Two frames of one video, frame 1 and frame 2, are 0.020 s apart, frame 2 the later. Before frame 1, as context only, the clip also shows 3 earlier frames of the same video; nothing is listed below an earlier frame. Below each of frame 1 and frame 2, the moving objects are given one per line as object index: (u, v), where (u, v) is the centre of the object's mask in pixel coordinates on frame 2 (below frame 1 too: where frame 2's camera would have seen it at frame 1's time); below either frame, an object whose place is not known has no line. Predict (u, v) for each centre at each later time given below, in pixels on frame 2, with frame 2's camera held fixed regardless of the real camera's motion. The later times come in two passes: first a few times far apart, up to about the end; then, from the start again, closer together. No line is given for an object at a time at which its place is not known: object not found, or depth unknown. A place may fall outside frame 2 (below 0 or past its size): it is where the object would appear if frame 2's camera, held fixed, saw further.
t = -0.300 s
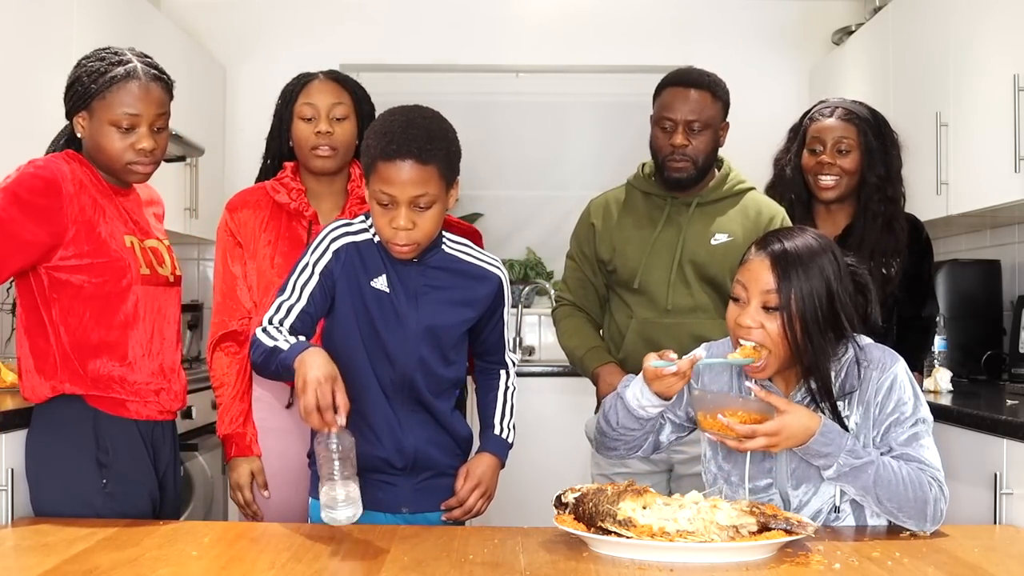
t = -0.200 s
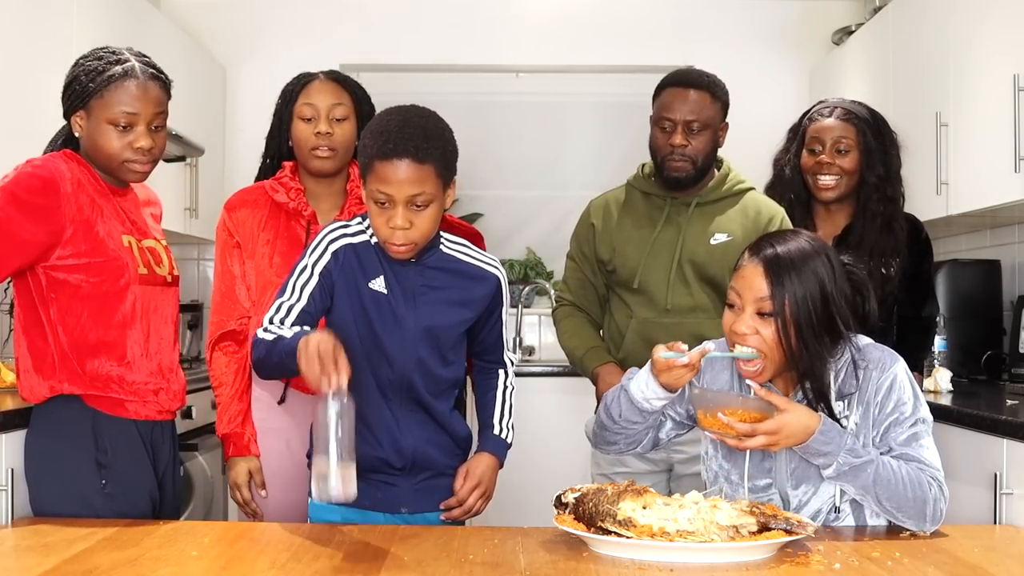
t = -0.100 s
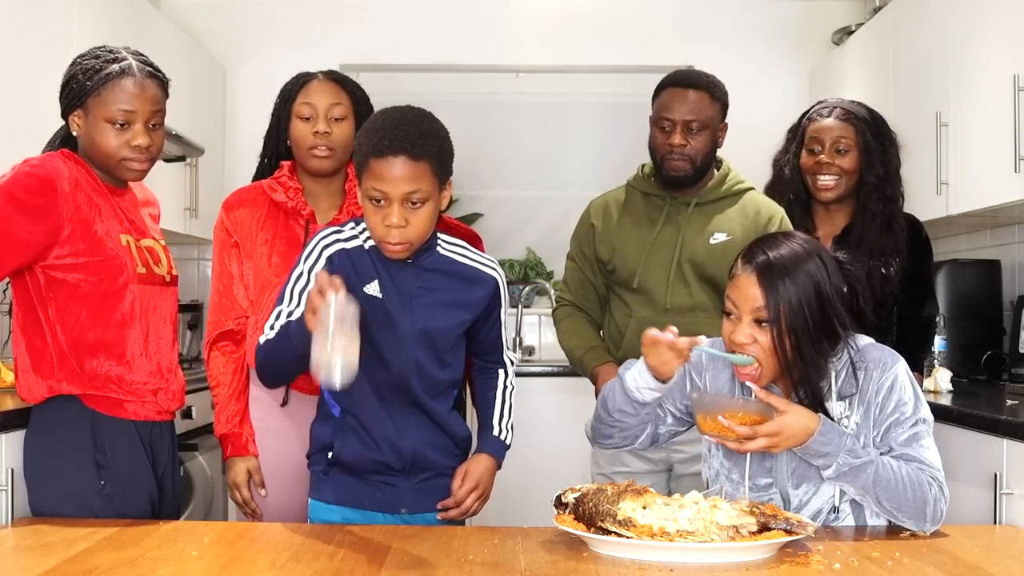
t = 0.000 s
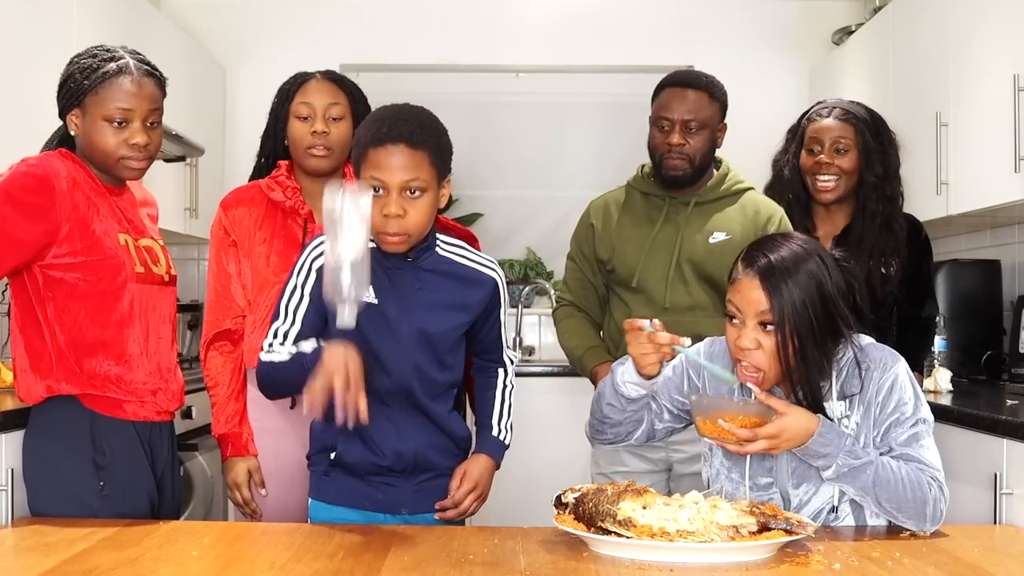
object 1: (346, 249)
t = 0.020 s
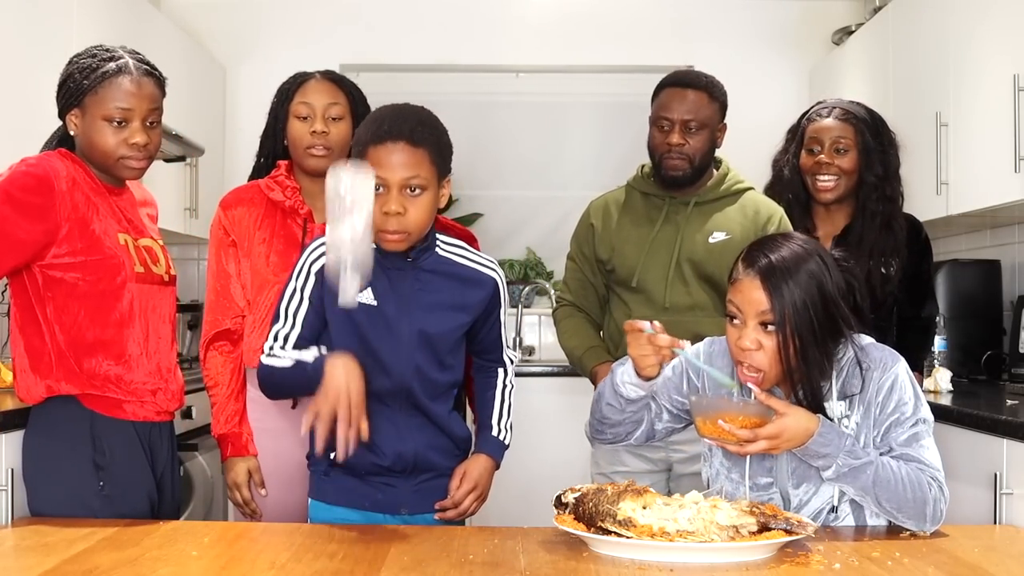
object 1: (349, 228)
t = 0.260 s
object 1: (374, 201)
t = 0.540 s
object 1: (399, 525)
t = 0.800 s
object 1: (403, 525)
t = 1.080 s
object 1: (404, 525)
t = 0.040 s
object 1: (352, 206)
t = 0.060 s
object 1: (355, 184)
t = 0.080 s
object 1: (357, 173)
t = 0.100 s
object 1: (359, 162)
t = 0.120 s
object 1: (360, 152)
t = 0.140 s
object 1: (362, 150)
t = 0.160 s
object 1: (364, 151)
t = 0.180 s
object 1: (366, 155)
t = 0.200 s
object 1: (368, 163)
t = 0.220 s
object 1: (370, 172)
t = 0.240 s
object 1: (372, 185)
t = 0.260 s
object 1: (374, 201)
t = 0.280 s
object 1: (376, 223)
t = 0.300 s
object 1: (378, 246)
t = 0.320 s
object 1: (380, 274)
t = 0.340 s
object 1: (383, 306)
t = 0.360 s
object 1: (385, 339)
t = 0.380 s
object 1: (387, 378)
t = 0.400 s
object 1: (389, 420)
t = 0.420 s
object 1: (391, 466)
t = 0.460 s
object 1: (395, 524)
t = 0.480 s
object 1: (395, 525)
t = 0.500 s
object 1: (397, 525)
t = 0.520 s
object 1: (399, 525)
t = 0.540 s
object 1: (399, 525)
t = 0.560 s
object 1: (400, 525)
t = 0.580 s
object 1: (400, 525)
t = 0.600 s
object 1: (400, 525)
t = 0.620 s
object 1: (401, 525)
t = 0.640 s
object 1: (402, 525)
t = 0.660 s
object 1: (402, 525)
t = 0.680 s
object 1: (402, 525)
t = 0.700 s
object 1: (402, 525)
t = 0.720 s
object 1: (403, 525)
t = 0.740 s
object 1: (403, 525)
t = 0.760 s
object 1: (403, 525)
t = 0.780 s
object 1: (403, 525)
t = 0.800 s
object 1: (403, 525)
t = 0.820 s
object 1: (403, 525)
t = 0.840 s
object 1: (402, 525)
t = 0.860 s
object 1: (402, 525)
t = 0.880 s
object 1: (403, 525)
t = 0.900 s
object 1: (403, 525)
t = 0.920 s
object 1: (403, 525)
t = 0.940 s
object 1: (403, 525)
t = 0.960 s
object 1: (404, 525)
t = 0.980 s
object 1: (404, 525)
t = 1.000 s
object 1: (404, 525)
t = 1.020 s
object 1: (405, 525)
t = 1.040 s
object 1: (404, 525)
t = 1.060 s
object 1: (404, 525)
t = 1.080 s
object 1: (404, 525)
